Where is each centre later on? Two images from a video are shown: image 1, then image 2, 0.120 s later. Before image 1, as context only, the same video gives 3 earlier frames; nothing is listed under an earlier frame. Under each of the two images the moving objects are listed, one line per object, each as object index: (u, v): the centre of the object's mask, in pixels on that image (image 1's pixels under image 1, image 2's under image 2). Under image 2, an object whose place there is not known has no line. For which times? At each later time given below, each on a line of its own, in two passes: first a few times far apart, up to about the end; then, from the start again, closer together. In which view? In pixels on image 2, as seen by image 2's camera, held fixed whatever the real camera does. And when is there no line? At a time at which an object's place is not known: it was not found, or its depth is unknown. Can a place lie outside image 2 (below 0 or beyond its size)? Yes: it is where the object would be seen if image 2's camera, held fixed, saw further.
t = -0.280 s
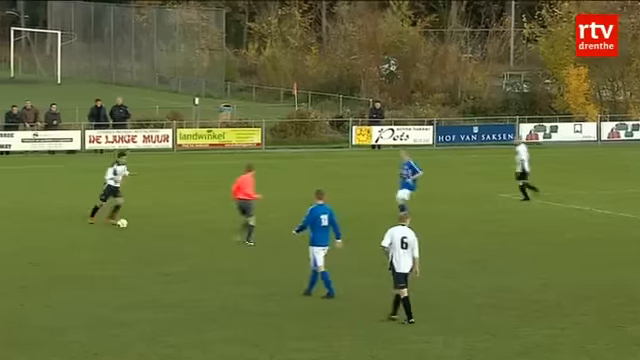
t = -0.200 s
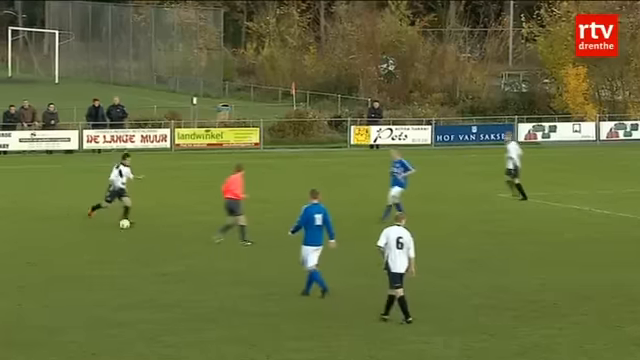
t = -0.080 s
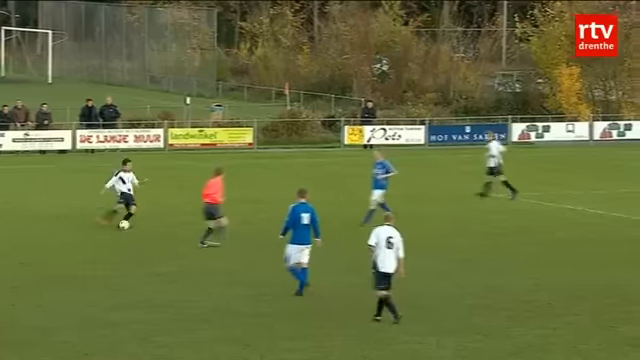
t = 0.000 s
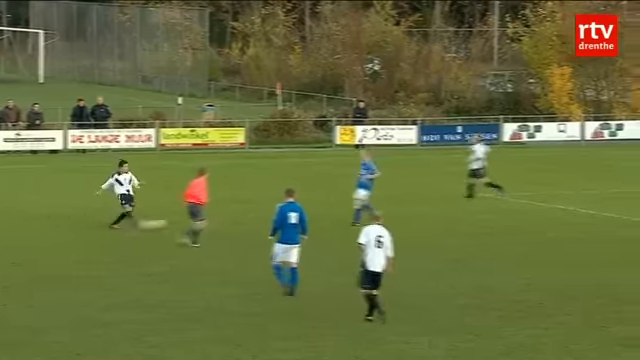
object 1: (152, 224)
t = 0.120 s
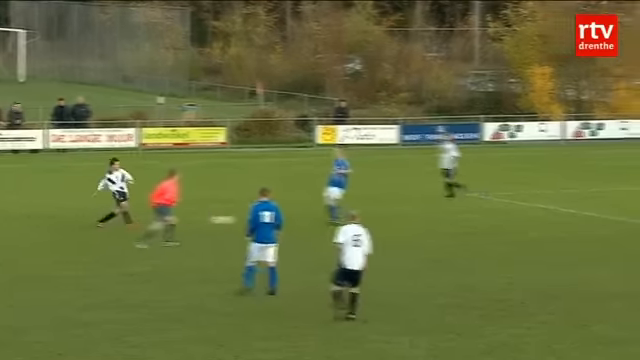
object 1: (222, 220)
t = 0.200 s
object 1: (284, 223)
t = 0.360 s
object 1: (386, 225)
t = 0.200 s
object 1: (284, 223)
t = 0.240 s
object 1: (308, 225)
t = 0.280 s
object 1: (334, 228)
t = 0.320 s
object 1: (362, 228)
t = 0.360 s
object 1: (386, 225)
